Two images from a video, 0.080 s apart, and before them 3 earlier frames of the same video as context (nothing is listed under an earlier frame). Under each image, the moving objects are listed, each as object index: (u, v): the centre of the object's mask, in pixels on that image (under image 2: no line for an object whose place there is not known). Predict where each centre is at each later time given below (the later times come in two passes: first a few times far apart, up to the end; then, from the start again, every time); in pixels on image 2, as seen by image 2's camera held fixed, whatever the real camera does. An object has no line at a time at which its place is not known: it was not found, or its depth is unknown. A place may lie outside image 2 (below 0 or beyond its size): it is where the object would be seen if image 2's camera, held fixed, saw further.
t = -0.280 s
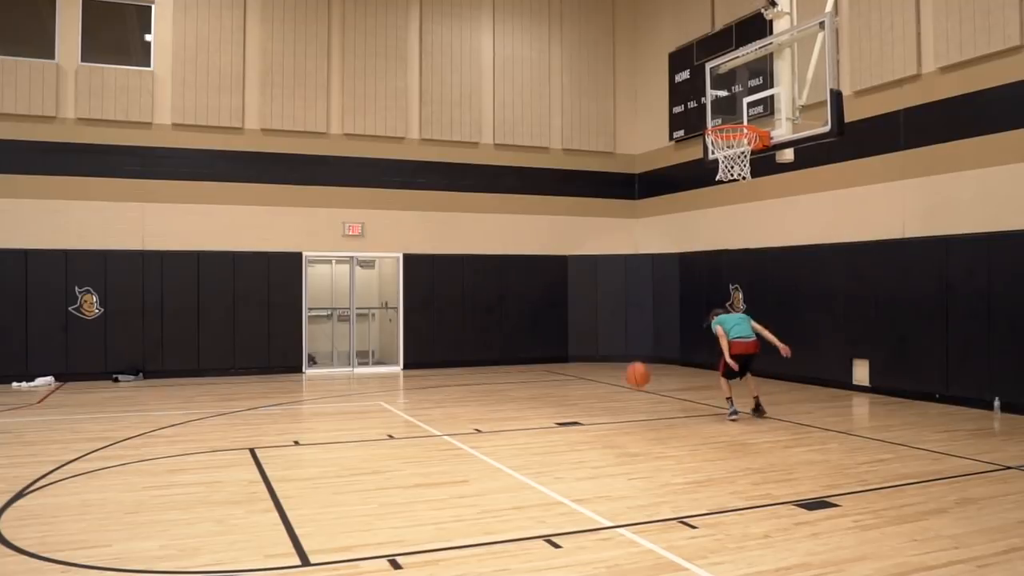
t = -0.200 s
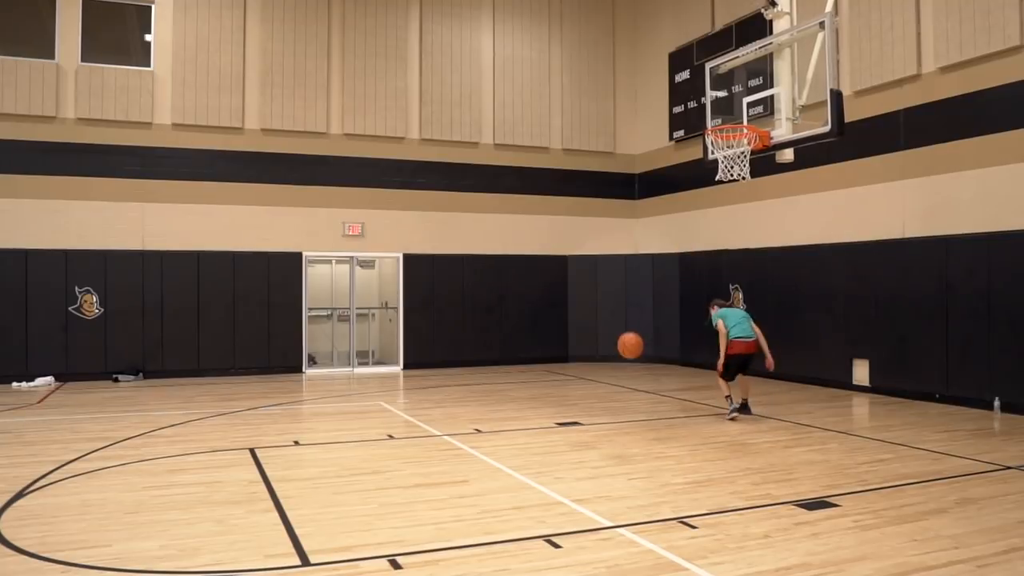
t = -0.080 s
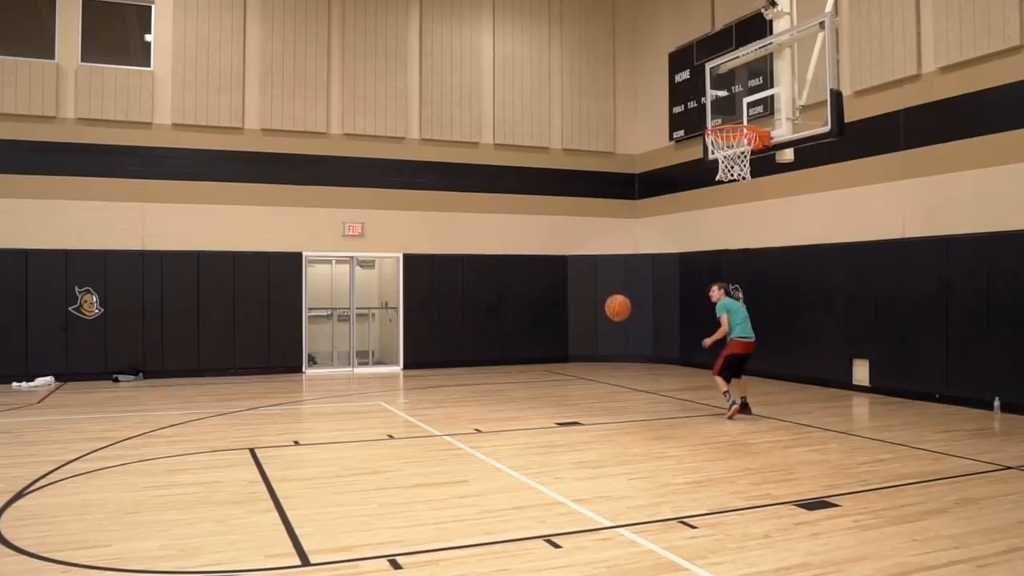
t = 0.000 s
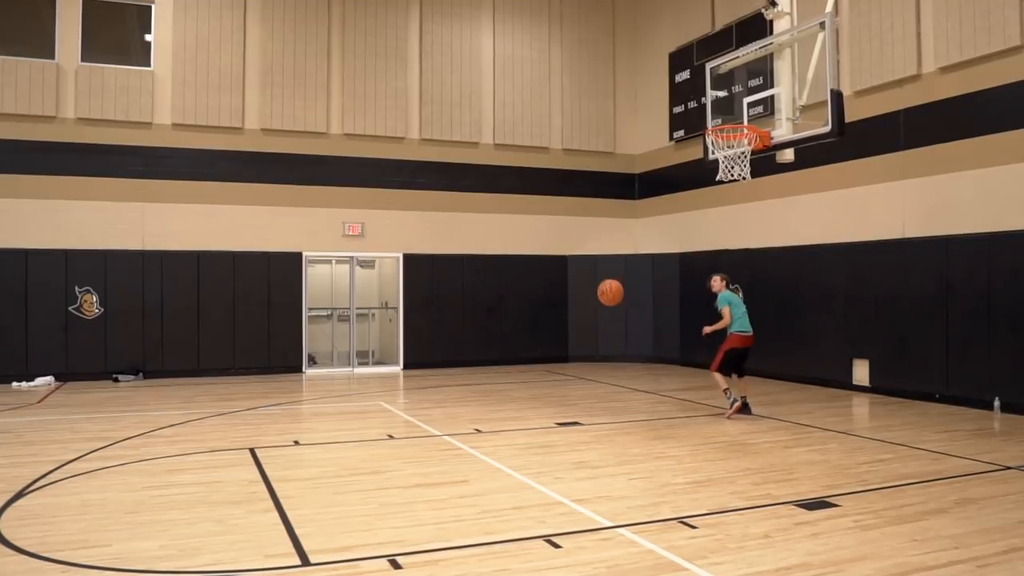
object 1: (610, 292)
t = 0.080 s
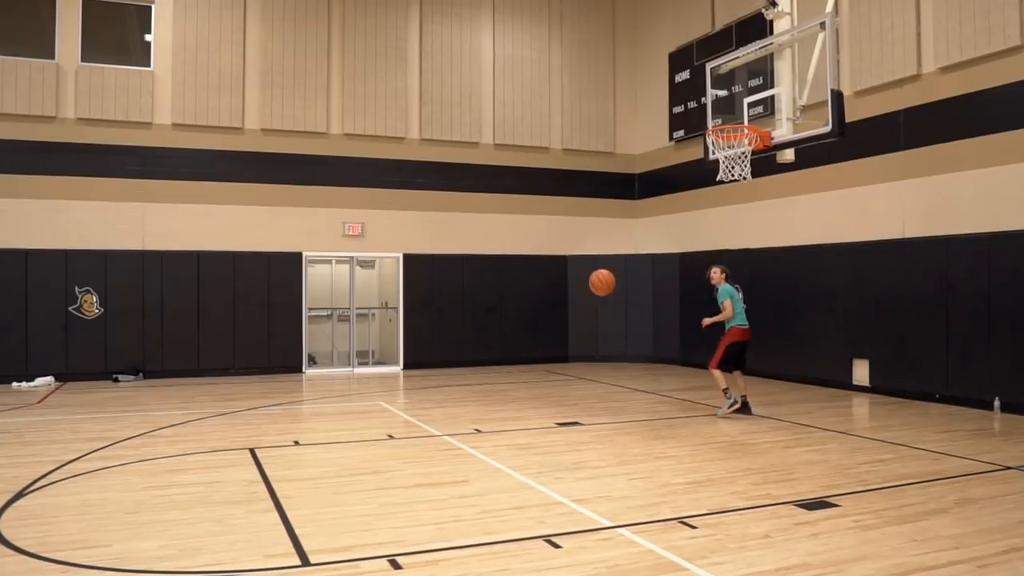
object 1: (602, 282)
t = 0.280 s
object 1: (582, 288)
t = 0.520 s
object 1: (557, 352)
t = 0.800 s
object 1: (529, 416)
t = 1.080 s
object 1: (498, 350)
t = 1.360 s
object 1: (468, 370)
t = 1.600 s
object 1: (442, 458)
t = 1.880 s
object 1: (413, 391)
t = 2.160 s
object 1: (386, 414)
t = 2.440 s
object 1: (355, 433)
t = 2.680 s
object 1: (328, 424)
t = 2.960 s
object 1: (298, 456)
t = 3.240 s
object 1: (267, 449)
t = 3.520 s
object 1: (237, 455)
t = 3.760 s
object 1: (210, 479)
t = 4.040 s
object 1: (178, 477)
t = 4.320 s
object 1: (147, 481)
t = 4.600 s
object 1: (114, 487)
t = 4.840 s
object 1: (86, 489)
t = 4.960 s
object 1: (72, 492)
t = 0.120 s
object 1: (598, 280)
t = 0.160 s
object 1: (593, 279)
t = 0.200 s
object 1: (590, 280)
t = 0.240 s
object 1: (585, 283)
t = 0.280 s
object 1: (582, 288)
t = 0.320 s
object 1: (577, 294)
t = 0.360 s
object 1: (573, 302)
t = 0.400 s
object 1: (570, 311)
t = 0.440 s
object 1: (565, 323)
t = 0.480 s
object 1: (561, 337)
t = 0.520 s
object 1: (557, 352)
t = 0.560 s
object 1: (553, 369)
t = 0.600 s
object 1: (549, 385)
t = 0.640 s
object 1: (545, 407)
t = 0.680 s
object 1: (541, 430)
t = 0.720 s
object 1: (537, 449)
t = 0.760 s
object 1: (533, 429)
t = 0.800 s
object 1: (529, 416)
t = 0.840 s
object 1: (524, 402)
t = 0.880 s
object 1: (520, 388)
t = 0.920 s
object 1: (516, 376)
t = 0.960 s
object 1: (511, 366)
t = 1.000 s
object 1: (507, 359)
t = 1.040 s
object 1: (503, 353)
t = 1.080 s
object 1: (498, 350)
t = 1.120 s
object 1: (494, 348)
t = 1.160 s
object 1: (489, 347)
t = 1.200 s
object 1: (486, 348)
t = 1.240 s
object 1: (481, 351)
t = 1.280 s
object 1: (476, 356)
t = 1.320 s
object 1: (472, 362)
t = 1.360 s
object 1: (468, 370)
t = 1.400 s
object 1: (464, 380)
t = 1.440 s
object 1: (459, 393)
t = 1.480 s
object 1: (454, 408)
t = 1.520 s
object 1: (450, 425)
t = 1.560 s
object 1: (447, 440)
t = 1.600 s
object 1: (442, 458)
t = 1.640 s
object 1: (438, 443)
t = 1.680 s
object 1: (434, 429)
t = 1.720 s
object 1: (429, 417)
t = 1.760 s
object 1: (426, 410)
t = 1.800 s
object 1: (422, 402)
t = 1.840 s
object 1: (417, 396)
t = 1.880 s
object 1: (413, 391)
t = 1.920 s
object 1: (409, 389)
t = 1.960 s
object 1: (406, 388)
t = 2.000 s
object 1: (401, 390)
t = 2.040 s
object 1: (397, 393)
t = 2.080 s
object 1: (393, 399)
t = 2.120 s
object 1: (389, 406)
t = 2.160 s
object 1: (386, 414)
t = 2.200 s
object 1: (381, 425)
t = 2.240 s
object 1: (377, 439)
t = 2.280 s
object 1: (373, 455)
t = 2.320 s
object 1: (368, 462)
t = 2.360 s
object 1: (364, 452)
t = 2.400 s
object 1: (360, 441)
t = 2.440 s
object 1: (355, 433)
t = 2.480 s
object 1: (350, 426)
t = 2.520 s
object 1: (346, 422)
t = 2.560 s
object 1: (342, 420)
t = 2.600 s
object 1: (338, 419)
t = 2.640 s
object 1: (333, 420)
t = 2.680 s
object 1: (328, 424)
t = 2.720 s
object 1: (323, 429)
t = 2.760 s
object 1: (320, 435)
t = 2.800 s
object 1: (315, 445)
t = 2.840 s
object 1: (310, 457)
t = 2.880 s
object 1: (306, 471)
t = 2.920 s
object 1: (302, 463)
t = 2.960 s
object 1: (298, 456)
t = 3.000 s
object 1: (293, 448)
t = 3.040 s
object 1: (289, 443)
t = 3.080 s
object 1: (284, 440)
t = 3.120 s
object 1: (280, 440)
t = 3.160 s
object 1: (276, 440)
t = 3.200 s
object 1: (271, 444)
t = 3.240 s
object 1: (267, 449)
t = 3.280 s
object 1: (262, 457)
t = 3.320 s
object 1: (259, 464)
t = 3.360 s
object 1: (254, 476)
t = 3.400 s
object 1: (249, 468)
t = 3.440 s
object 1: (245, 462)
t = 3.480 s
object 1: (240, 457)
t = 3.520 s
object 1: (237, 455)
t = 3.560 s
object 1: (232, 454)
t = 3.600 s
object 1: (227, 456)
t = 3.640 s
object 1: (223, 460)
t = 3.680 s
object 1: (218, 466)
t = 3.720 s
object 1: (215, 472)
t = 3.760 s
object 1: (210, 479)
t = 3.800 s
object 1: (205, 472)
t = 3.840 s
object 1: (201, 468)
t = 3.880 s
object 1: (196, 465)
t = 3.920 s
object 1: (192, 465)
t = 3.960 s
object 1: (188, 467)
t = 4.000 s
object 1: (183, 471)
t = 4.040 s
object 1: (178, 477)
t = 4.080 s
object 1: (174, 483)
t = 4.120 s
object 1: (170, 478)
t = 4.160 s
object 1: (165, 474)
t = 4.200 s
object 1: (161, 473)
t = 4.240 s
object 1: (156, 474)
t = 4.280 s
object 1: (151, 477)
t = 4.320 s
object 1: (147, 481)
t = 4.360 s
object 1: (142, 486)
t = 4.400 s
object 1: (138, 481)
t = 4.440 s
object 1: (133, 480)
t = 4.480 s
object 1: (128, 480)
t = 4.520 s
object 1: (124, 482)
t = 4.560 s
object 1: (119, 487)
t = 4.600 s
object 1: (114, 487)
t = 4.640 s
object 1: (110, 484)
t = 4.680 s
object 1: (106, 484)
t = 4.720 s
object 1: (101, 486)
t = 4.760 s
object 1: (96, 490)
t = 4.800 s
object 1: (91, 490)
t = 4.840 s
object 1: (86, 489)
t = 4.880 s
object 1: (82, 489)
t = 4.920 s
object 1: (77, 492)
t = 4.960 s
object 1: (72, 492)
